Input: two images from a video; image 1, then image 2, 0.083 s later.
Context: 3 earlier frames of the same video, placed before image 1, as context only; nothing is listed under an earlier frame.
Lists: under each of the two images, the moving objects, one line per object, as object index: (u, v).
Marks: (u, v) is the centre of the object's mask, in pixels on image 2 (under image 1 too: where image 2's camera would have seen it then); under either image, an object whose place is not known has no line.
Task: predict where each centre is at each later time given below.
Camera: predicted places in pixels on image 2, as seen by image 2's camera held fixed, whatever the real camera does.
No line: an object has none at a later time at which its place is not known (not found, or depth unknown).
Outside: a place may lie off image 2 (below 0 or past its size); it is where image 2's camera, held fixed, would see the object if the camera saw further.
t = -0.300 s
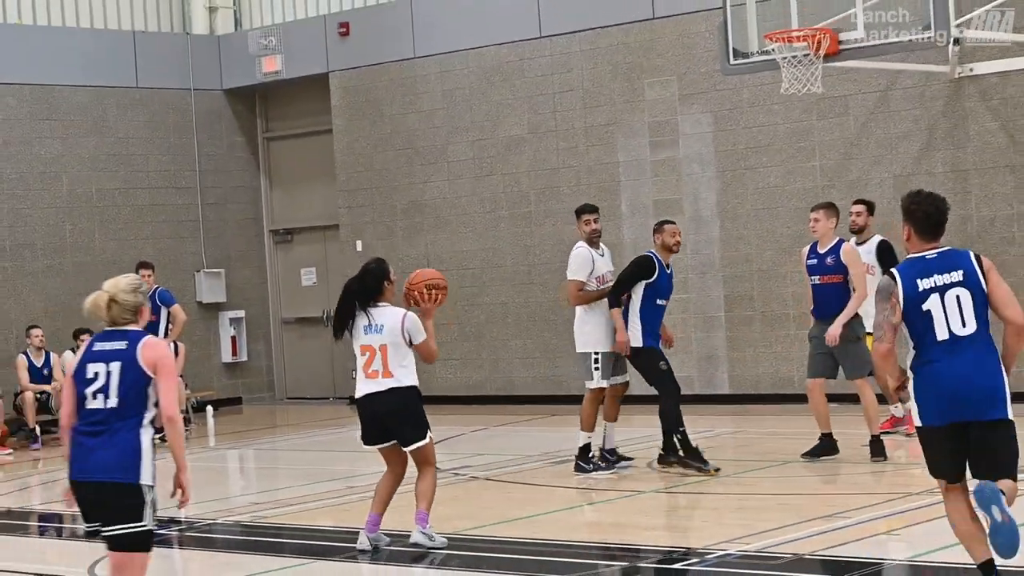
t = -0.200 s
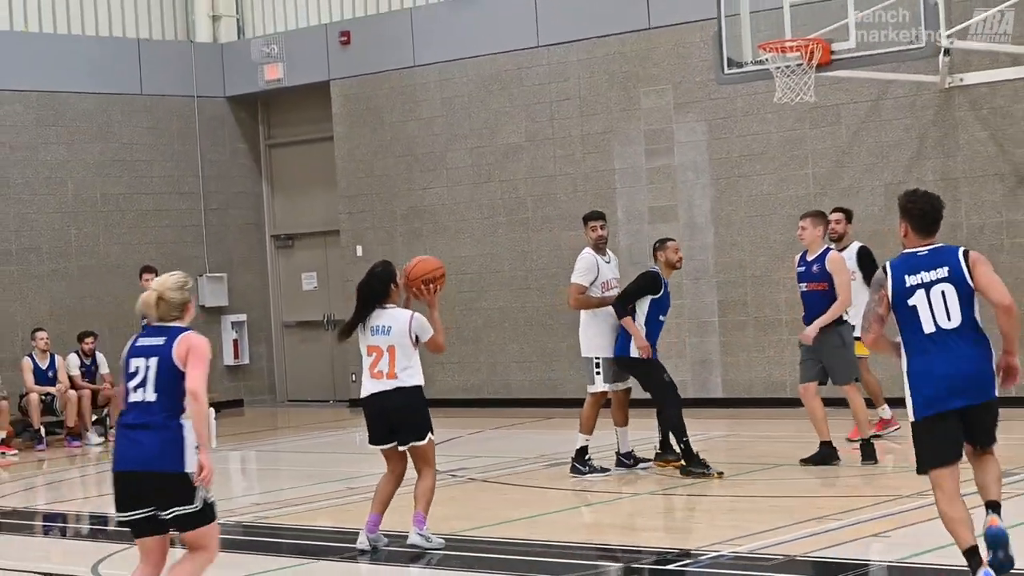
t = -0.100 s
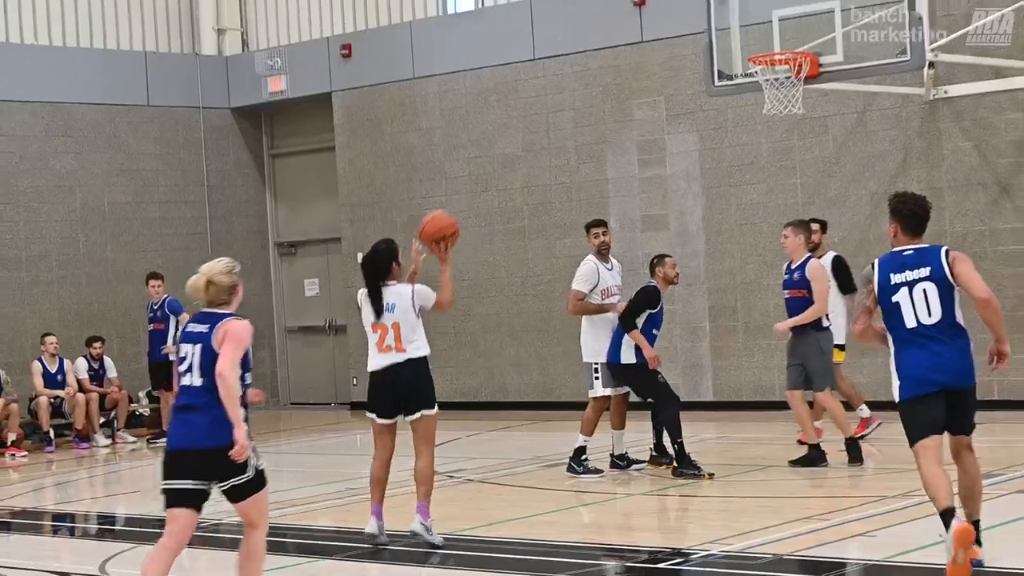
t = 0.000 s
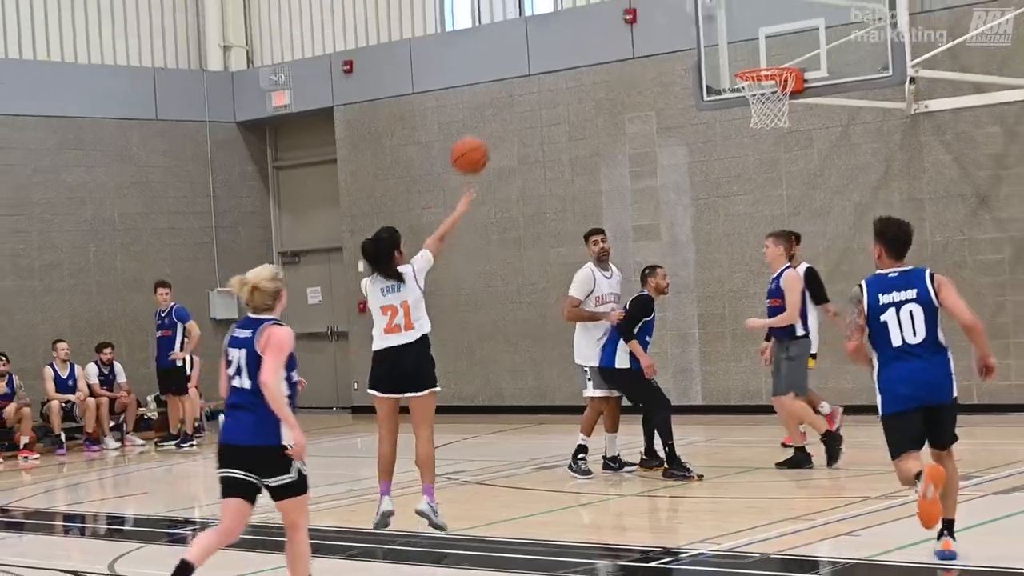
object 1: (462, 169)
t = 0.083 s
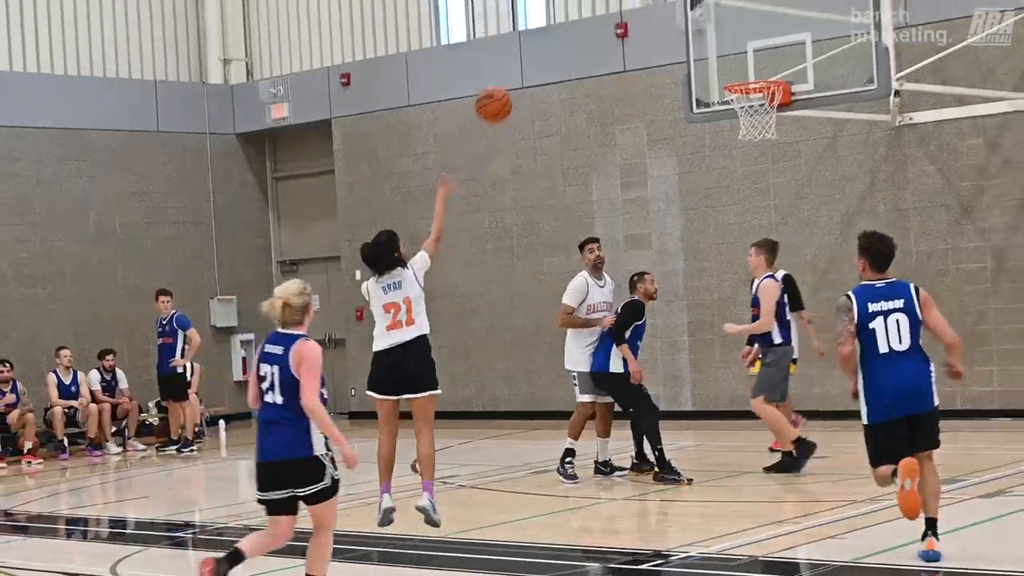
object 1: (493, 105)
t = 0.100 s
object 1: (500, 93)
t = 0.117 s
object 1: (506, 83)
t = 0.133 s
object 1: (511, 73)
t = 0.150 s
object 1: (517, 64)
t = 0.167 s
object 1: (522, 55)
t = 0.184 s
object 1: (528, 47)
